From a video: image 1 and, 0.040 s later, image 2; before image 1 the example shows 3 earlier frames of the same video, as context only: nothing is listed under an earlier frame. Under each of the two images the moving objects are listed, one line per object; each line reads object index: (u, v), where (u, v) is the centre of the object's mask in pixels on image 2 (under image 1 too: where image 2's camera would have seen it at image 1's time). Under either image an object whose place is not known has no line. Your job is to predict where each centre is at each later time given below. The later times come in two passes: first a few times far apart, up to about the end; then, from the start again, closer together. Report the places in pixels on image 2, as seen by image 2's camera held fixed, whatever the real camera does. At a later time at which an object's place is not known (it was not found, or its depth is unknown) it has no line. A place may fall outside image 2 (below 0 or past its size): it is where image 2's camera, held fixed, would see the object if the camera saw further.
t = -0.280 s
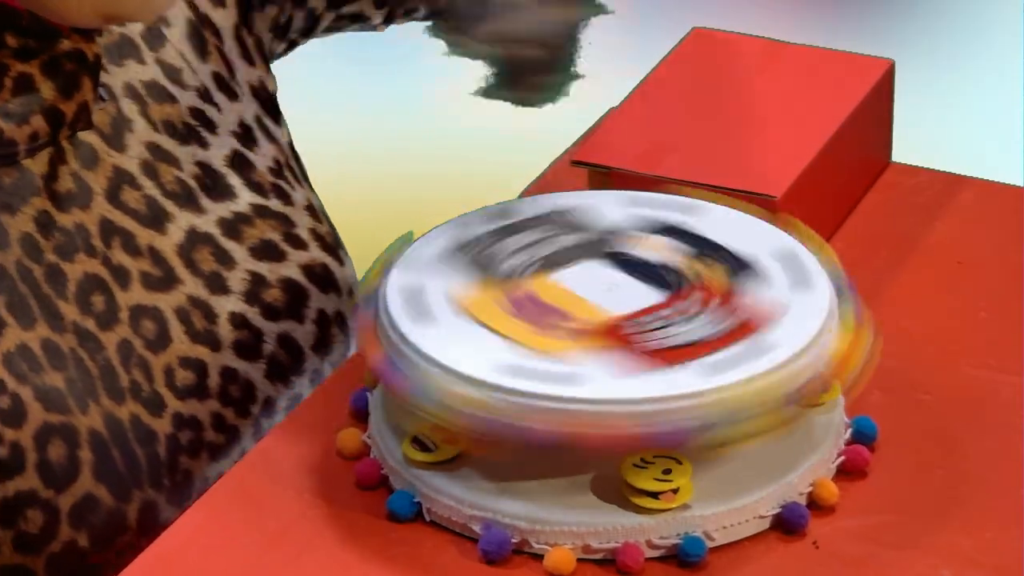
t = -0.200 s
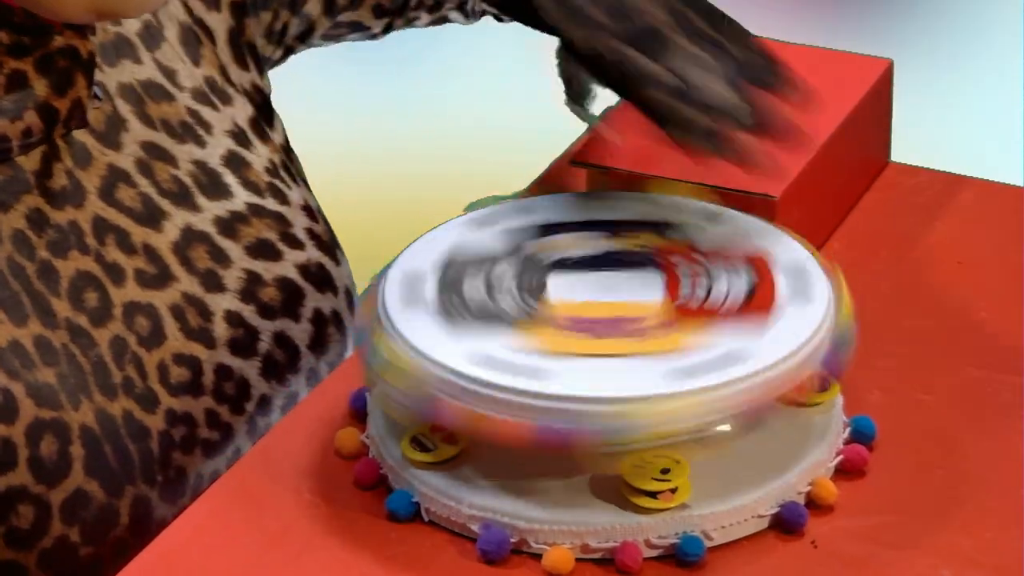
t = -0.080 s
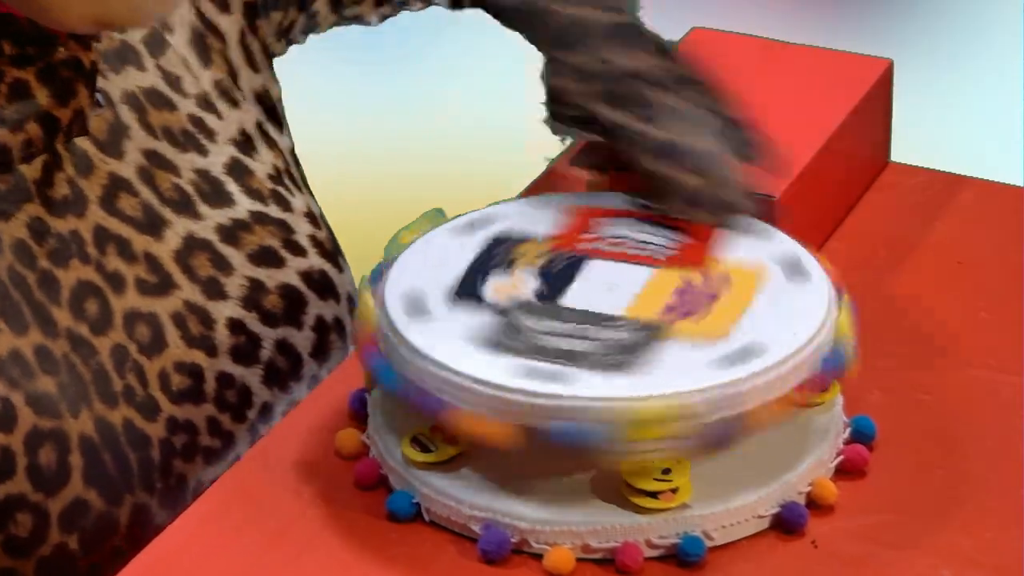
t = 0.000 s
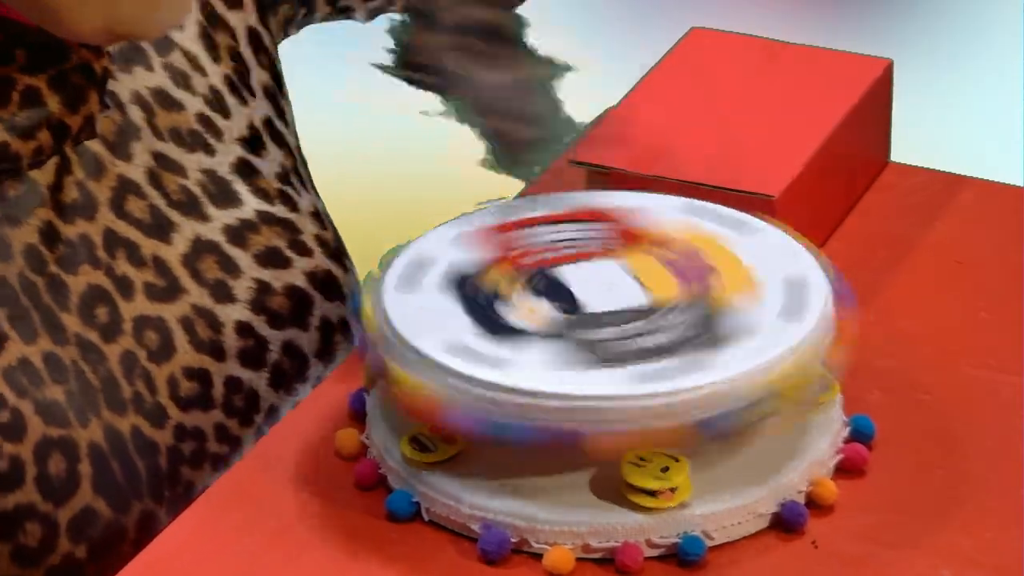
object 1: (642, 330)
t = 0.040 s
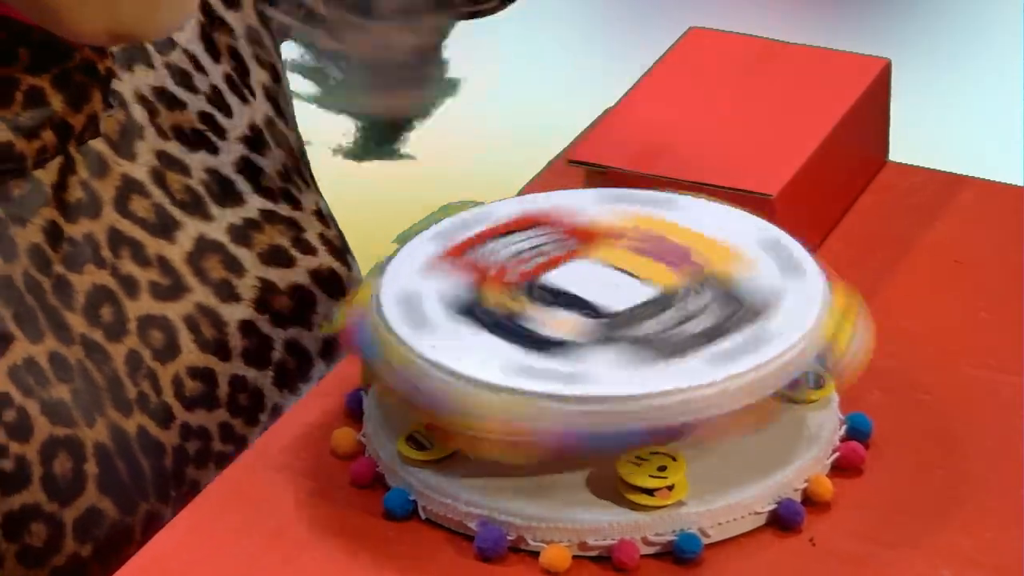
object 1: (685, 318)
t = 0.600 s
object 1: (612, 335)
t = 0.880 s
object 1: (665, 240)
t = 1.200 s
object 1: (492, 297)
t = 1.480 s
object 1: (675, 323)
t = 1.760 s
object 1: (677, 244)
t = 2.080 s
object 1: (513, 251)
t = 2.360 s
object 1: (510, 314)
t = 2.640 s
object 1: (627, 335)
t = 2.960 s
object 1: (710, 297)
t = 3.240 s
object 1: (708, 265)
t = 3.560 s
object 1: (687, 247)
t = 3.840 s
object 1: (681, 244)
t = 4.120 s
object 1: (681, 244)
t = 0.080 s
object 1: (710, 297)
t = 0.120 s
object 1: (712, 277)
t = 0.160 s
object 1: (699, 259)
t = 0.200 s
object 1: (668, 241)
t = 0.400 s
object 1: (492, 272)
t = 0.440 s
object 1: (490, 292)
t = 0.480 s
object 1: (503, 309)
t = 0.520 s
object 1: (533, 325)
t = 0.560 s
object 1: (571, 334)
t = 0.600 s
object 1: (612, 335)
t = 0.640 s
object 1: (655, 329)
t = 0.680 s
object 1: (687, 317)
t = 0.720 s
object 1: (707, 302)
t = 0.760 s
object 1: (714, 285)
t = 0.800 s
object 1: (709, 267)
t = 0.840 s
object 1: (692, 252)
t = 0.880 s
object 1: (665, 240)
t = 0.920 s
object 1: (634, 233)
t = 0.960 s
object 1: (602, 231)
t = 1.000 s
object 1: (568, 234)
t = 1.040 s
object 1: (536, 241)
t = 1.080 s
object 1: (512, 252)
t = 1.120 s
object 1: (495, 266)
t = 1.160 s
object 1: (488, 281)
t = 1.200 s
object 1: (492, 297)
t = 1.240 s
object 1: (504, 310)
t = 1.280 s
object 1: (526, 323)
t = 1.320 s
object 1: (554, 331)
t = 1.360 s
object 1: (585, 335)
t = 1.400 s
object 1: (617, 335)
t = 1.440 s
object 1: (649, 330)
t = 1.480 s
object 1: (675, 323)
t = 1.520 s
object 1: (696, 312)
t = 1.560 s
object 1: (708, 300)
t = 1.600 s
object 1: (714, 288)
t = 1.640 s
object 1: (713, 275)
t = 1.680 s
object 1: (707, 263)
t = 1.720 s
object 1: (695, 253)
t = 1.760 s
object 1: (677, 244)
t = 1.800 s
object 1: (655, 237)
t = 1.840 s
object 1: (633, 233)
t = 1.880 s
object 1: (612, 231)
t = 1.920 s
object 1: (588, 232)
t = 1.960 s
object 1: (567, 234)
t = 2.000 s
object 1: (546, 238)
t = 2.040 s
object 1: (528, 244)
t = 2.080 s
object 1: (513, 251)
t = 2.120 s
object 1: (501, 260)
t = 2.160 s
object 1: (493, 269)
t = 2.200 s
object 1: (489, 279)
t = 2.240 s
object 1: (489, 289)
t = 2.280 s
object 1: (493, 298)
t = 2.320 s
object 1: (499, 306)
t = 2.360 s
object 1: (510, 314)
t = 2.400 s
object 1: (523, 321)
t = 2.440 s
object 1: (538, 327)
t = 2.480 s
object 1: (555, 332)
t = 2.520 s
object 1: (572, 335)
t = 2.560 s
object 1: (591, 336)
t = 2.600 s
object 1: (609, 336)
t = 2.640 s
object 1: (627, 335)
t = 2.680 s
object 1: (644, 332)
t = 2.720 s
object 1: (659, 329)
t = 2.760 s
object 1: (672, 324)
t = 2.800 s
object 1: (683, 320)
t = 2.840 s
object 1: (693, 314)
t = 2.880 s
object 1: (700, 308)
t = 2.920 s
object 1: (706, 303)
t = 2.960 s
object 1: (710, 297)
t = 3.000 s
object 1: (713, 292)
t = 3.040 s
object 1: (714, 287)
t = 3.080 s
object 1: (714, 282)
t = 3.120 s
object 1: (713, 277)
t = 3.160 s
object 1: (712, 273)
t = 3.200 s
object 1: (711, 269)
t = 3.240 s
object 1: (708, 265)
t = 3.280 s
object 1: (706, 262)
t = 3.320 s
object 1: (704, 259)
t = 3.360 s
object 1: (701, 256)
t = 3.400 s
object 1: (698, 254)
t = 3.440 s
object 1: (695, 252)
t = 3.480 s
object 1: (693, 250)
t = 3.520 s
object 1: (689, 249)
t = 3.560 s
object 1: (687, 247)
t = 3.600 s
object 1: (685, 246)
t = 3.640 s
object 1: (684, 245)
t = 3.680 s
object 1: (682, 245)
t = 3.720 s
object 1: (681, 244)
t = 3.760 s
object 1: (681, 244)
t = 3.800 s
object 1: (682, 244)
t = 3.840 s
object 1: (681, 244)
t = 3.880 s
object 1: (681, 244)
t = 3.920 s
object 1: (681, 244)
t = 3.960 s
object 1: (681, 244)
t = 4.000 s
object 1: (681, 244)
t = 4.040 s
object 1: (681, 244)
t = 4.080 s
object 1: (681, 244)
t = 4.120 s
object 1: (681, 244)
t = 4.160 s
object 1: (682, 244)
